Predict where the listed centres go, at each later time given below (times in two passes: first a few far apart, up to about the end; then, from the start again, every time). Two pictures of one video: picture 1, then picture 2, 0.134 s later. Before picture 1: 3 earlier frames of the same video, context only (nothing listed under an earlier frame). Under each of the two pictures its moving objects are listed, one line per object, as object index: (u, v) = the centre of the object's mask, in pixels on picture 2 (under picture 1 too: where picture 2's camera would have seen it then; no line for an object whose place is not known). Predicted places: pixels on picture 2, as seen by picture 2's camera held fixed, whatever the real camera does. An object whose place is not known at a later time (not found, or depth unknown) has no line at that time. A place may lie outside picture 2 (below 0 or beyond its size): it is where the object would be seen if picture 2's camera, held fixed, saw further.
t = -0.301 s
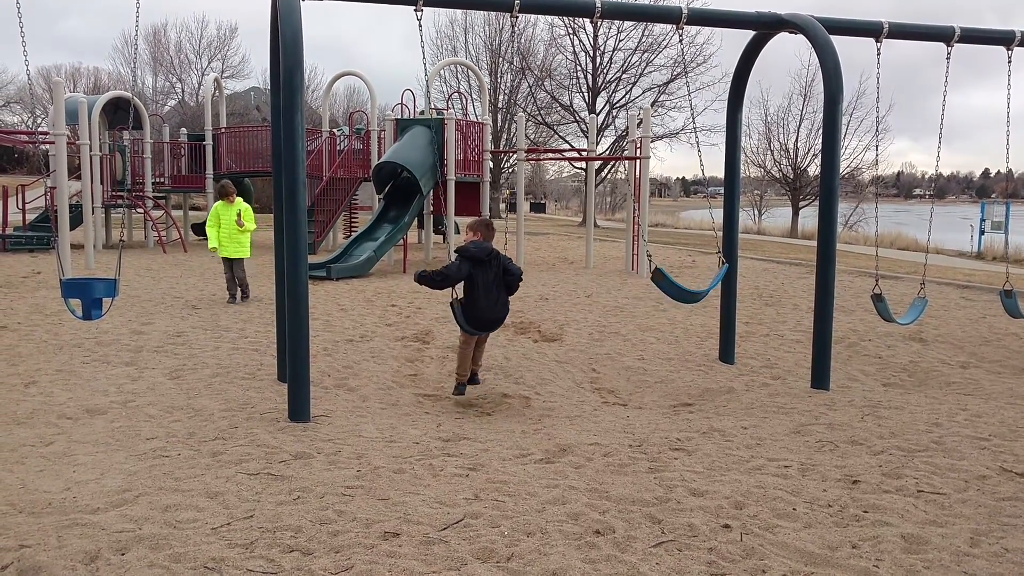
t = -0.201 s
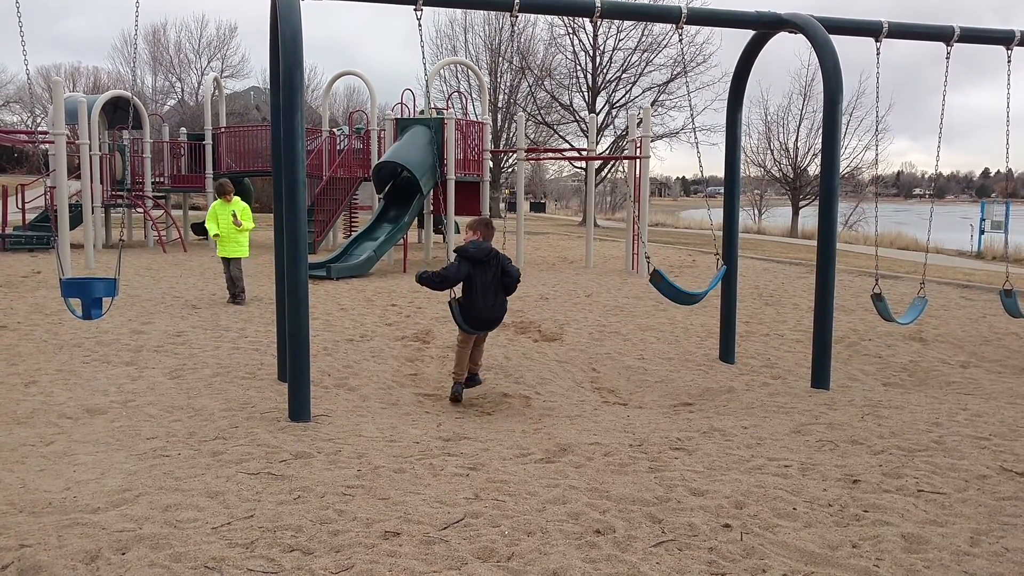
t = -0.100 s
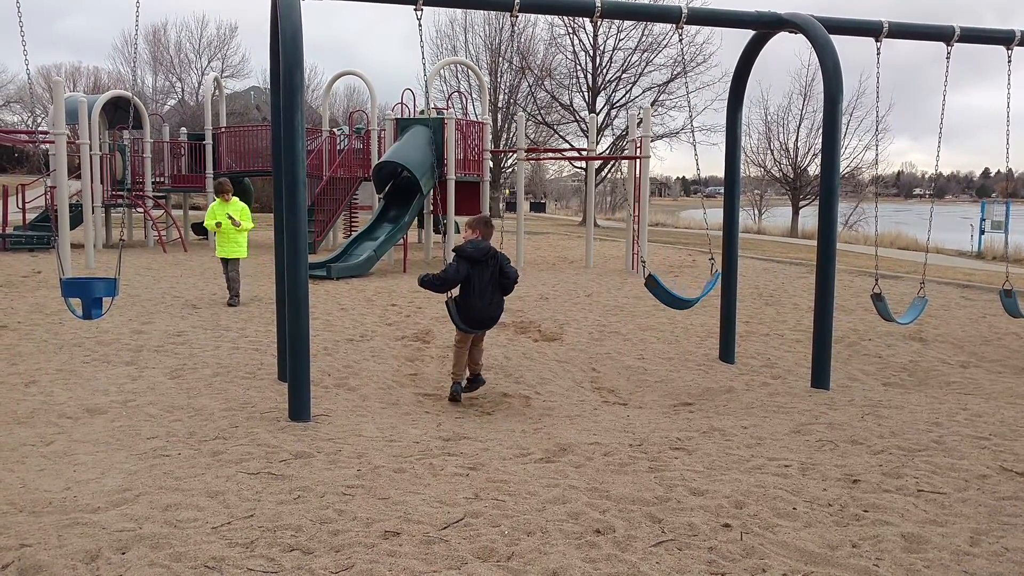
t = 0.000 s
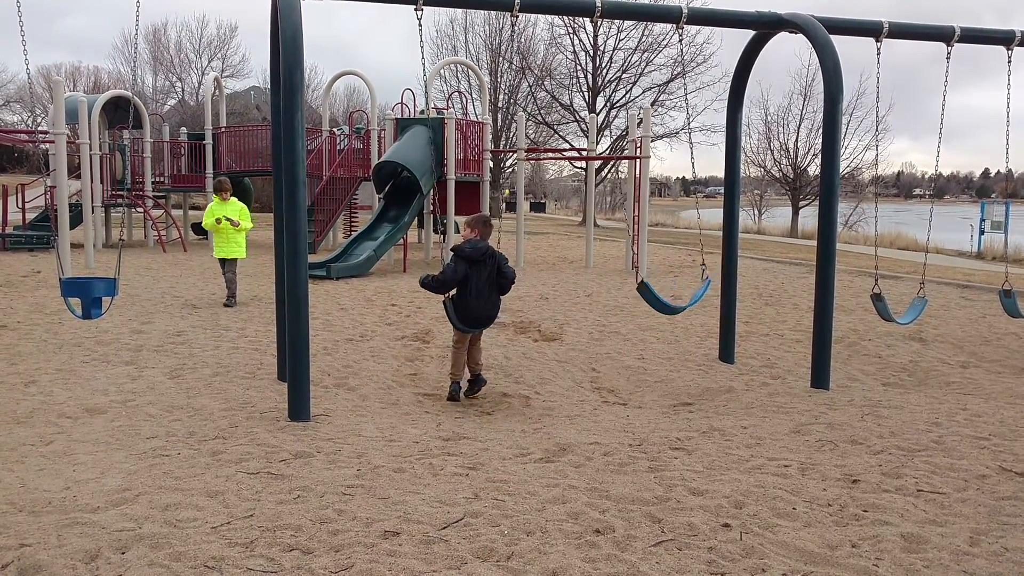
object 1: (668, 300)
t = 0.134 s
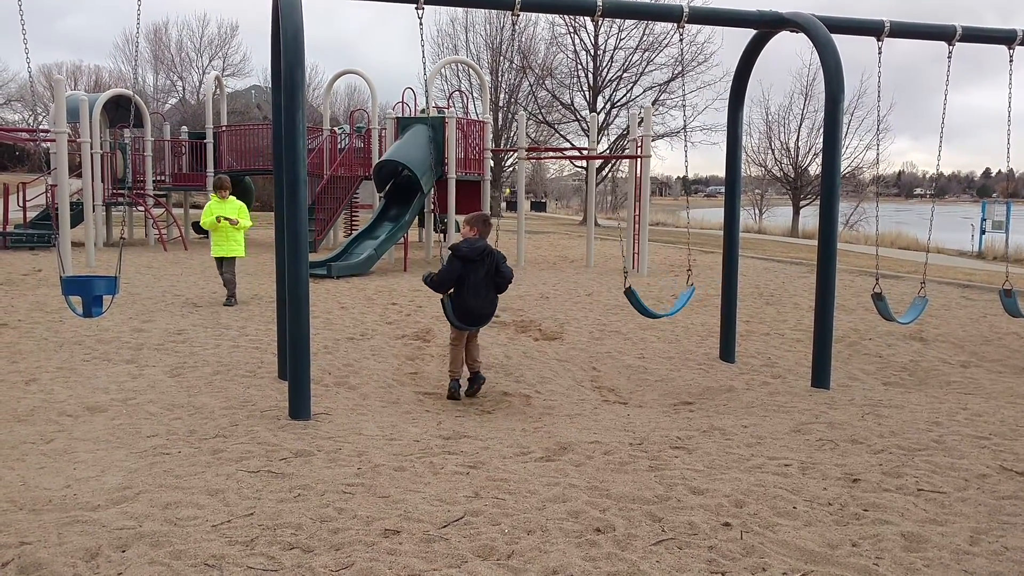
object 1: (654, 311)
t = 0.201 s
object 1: (657, 312)
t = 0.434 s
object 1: (628, 300)
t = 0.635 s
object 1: (607, 283)
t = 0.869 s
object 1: (594, 266)
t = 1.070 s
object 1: (592, 265)
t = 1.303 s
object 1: (599, 279)
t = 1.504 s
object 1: (619, 297)
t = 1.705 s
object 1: (642, 310)
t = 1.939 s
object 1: (662, 305)
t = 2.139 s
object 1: (680, 291)
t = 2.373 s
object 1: (685, 287)
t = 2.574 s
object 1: (675, 298)
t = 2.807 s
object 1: (653, 313)
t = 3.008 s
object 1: (636, 304)
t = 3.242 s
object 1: (607, 285)
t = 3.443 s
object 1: (595, 271)
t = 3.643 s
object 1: (590, 266)
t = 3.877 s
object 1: (597, 275)
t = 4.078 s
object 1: (613, 293)
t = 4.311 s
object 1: (642, 308)
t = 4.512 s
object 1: (657, 310)
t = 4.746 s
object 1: (679, 294)
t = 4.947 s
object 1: (687, 287)
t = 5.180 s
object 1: (676, 296)
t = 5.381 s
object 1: (654, 309)
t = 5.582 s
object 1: (642, 308)
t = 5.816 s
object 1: (612, 291)
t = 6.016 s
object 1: (598, 276)
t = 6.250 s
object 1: (592, 268)
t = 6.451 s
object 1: (596, 274)
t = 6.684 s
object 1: (612, 290)
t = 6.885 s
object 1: (635, 306)
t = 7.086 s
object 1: (651, 313)
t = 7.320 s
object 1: (673, 298)
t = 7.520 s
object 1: (683, 290)
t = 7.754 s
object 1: (677, 294)
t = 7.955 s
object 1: (657, 306)
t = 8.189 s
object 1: (643, 308)
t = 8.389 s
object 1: (617, 297)
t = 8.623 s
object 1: (599, 278)
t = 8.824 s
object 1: (593, 269)
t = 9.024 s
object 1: (595, 272)
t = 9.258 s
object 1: (609, 287)
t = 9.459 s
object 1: (630, 302)
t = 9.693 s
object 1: (651, 313)
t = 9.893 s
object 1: (667, 303)
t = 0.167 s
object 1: (652, 313)
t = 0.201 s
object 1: (657, 312)
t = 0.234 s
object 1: (653, 311)
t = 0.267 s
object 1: (649, 310)
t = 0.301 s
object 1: (644, 309)
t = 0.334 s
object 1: (641, 306)
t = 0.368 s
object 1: (637, 304)
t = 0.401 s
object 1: (632, 303)
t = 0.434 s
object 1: (628, 300)
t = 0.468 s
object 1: (625, 297)
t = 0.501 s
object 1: (620, 294)
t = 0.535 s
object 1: (617, 292)
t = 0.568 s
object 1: (613, 289)
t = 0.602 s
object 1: (610, 286)
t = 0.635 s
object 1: (607, 283)
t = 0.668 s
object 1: (604, 279)
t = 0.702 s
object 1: (602, 277)
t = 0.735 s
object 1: (599, 274)
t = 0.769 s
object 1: (597, 272)
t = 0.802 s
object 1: (595, 270)
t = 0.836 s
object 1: (594, 268)
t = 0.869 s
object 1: (594, 266)
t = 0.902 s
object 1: (593, 265)
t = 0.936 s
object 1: (593, 264)
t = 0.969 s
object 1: (592, 264)
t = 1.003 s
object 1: (592, 264)
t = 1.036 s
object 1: (592, 264)
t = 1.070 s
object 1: (592, 265)
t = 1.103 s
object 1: (592, 266)
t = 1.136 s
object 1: (593, 267)
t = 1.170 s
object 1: (594, 269)
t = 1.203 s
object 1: (595, 271)
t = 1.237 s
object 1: (597, 274)
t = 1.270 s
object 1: (597, 276)
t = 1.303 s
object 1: (599, 279)
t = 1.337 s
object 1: (602, 282)
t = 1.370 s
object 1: (605, 285)
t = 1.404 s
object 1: (608, 288)
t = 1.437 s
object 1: (611, 292)
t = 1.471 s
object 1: (615, 294)
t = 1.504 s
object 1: (619, 297)
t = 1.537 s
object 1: (623, 299)
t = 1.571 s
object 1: (625, 303)
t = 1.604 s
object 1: (631, 305)
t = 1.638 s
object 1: (633, 306)
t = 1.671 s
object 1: (638, 308)
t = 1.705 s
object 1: (642, 310)
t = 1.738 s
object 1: (646, 311)
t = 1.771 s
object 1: (653, 311)
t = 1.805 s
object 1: (650, 314)
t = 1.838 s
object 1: (650, 311)
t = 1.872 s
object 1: (654, 309)
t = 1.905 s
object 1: (658, 308)
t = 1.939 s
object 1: (662, 305)
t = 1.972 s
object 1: (664, 301)
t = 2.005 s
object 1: (670, 301)
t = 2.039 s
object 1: (672, 297)
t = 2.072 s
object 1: (676, 295)
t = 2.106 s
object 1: (678, 293)
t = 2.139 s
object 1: (680, 291)
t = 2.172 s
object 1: (682, 289)
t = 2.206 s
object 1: (684, 288)
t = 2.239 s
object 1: (685, 287)
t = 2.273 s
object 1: (686, 286)
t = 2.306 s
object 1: (686, 287)
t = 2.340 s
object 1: (687, 287)
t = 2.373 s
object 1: (685, 287)
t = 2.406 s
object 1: (685, 289)
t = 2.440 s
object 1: (683, 290)
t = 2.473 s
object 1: (682, 291)
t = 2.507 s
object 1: (680, 293)
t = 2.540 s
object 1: (677, 296)
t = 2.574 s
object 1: (675, 298)
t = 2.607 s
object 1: (672, 300)
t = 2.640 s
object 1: (669, 302)
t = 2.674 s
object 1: (664, 303)
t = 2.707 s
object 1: (661, 306)
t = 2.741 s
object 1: (660, 310)
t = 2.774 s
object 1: (655, 311)
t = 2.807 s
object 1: (653, 313)
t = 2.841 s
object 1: (651, 314)
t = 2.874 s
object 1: (646, 314)
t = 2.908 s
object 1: (647, 310)
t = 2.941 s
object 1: (645, 307)
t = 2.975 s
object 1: (637, 309)
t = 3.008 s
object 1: (636, 304)
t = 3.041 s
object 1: (631, 302)
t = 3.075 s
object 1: (626, 300)
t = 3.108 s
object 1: (622, 298)
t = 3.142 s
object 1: (618, 295)
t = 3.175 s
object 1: (614, 291)
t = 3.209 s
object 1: (611, 288)
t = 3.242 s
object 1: (607, 285)
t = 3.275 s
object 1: (605, 283)
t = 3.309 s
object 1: (603, 280)
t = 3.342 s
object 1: (600, 277)
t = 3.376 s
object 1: (598, 275)
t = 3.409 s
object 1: (596, 273)
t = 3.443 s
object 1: (595, 271)
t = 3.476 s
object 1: (593, 269)
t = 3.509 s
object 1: (592, 268)
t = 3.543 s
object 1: (591, 267)
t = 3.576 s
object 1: (591, 266)
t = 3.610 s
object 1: (591, 266)
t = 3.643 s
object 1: (590, 266)
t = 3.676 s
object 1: (591, 266)
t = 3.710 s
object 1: (591, 267)
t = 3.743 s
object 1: (592, 268)
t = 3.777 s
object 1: (593, 269)
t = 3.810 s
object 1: (593, 271)
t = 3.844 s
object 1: (595, 273)
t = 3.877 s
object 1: (597, 275)
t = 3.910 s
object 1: (598, 278)
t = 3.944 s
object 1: (601, 280)
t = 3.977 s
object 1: (603, 283)
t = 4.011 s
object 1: (606, 286)
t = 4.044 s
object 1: (609, 289)
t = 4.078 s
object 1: (613, 293)
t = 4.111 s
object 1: (618, 295)
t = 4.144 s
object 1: (622, 298)
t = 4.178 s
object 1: (626, 301)
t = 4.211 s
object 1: (628, 303)
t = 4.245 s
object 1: (632, 305)
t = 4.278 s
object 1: (636, 307)
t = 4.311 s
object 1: (642, 308)
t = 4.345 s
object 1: (645, 311)
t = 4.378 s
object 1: (651, 311)
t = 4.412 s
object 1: (656, 310)
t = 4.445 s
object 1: (648, 312)
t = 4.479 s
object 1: (651, 310)
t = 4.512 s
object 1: (657, 310)
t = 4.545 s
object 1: (660, 308)
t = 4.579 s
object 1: (664, 306)
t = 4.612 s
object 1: (667, 303)
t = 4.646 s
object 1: (670, 300)
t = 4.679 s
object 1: (675, 298)
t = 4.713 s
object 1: (676, 295)
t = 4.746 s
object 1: (679, 294)
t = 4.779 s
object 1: (681, 292)
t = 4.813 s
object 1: (683, 291)
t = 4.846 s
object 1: (685, 289)
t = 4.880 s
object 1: (685, 288)
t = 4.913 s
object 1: (686, 287)
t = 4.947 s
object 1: (687, 287)
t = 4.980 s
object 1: (686, 288)
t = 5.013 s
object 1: (685, 288)
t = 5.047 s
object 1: (684, 289)
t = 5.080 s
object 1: (683, 291)
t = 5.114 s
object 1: (681, 293)
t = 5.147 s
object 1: (679, 295)
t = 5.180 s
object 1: (676, 296)
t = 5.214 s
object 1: (673, 298)
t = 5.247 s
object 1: (669, 301)
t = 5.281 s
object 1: (665, 303)
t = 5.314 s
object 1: (663, 307)
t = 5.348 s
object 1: (658, 308)
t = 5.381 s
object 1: (654, 309)
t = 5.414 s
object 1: (651, 311)
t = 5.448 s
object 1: (648, 313)
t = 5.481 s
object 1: (655, 311)
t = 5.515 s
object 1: (648, 310)
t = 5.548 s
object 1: (646, 309)
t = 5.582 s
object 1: (642, 308)
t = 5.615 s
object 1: (637, 306)
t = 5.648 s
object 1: (632, 305)
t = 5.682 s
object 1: (629, 302)
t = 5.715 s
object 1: (624, 300)
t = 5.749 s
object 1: (621, 297)
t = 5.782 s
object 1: (616, 294)
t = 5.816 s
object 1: (612, 291)
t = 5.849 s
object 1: (610, 289)
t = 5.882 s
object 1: (607, 285)
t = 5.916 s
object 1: (605, 283)
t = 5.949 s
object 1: (602, 281)
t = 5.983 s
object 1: (599, 278)
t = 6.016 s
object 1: (598, 276)
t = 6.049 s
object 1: (597, 274)
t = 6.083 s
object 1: (595, 272)
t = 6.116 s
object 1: (593, 271)
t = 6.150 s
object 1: (593, 269)
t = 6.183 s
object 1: (592, 269)
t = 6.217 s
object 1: (592, 268)
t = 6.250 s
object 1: (592, 268)
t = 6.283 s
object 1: (592, 268)
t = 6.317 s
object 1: (592, 268)
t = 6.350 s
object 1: (592, 269)
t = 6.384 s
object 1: (593, 270)
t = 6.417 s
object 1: (594, 272)
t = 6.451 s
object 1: (596, 274)
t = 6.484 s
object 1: (597, 276)
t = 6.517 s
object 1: (599, 277)
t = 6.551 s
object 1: (601, 280)
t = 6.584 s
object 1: (603, 283)
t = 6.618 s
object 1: (606, 285)
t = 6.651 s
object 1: (609, 287)
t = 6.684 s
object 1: (612, 290)
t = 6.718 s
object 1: (616, 293)
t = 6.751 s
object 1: (619, 296)
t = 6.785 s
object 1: (623, 298)
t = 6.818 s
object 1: (627, 301)
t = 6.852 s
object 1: (632, 303)
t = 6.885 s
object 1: (635, 306)
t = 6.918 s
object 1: (638, 308)
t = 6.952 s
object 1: (642, 310)
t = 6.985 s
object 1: (650, 307)
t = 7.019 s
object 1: (653, 311)
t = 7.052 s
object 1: (646, 313)
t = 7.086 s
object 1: (651, 313)
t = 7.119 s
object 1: (653, 310)
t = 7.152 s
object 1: (657, 309)
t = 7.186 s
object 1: (661, 307)
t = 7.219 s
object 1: (665, 305)
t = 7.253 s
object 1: (668, 303)
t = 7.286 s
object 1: (671, 301)
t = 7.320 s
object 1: (673, 298)
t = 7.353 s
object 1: (676, 297)
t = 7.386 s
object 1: (678, 295)
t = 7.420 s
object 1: (681, 294)
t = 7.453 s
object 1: (682, 292)
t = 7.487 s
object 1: (683, 291)
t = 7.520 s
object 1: (683, 290)
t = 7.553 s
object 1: (683, 289)
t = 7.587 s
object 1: (683, 289)
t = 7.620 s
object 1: (683, 290)
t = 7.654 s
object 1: (682, 290)
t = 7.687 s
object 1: (680, 291)
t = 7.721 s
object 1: (679, 293)
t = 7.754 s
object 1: (677, 294)
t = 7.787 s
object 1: (674, 296)
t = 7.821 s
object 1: (672, 298)
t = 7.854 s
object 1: (668, 300)
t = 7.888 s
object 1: (664, 302)
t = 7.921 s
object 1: (662, 304)
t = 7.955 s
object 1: (657, 306)
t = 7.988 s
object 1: (653, 308)
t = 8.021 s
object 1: (652, 311)
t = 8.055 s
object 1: (650, 313)
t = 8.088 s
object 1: (655, 311)
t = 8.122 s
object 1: (652, 309)
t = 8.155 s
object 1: (646, 309)
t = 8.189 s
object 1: (643, 308)
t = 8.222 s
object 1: (638, 307)
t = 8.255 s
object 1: (634, 306)
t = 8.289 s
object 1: (630, 304)
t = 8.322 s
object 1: (627, 301)
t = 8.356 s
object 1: (622, 299)
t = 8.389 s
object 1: (617, 297)
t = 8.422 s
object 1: (616, 293)
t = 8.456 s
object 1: (611, 291)
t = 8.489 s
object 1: (608, 288)
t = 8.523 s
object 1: (606, 285)
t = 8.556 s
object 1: (603, 283)
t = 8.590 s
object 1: (602, 281)
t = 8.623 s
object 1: (599, 278)
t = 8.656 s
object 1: (598, 276)
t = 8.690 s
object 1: (596, 275)
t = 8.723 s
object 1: (595, 273)
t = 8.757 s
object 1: (594, 271)
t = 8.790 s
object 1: (593, 270)
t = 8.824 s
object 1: (593, 269)
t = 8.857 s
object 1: (593, 269)
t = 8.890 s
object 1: (593, 269)
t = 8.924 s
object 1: (593, 269)
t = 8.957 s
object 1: (594, 270)
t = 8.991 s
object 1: (595, 271)
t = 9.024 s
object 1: (595, 272)
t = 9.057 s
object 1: (597, 274)
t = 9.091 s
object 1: (599, 275)
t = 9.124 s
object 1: (600, 277)
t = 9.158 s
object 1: (602, 279)
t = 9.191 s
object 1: (604, 282)
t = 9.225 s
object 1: (606, 284)
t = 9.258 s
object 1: (609, 287)
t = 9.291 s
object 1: (611, 289)
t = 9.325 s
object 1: (614, 293)
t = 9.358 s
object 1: (618, 295)
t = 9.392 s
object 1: (622, 298)
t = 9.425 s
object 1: (627, 300)
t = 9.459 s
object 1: (630, 302)
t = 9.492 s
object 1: (635, 304)
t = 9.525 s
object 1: (637, 307)
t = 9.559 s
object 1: (642, 307)
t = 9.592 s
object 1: (643, 310)
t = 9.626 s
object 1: (650, 310)
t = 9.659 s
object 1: (651, 313)
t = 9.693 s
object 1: (651, 313)
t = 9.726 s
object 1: (648, 310)
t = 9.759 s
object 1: (655, 311)
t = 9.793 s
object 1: (656, 308)
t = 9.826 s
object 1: (660, 306)
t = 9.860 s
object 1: (663, 304)
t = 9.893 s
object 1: (667, 303)
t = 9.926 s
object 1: (670, 301)
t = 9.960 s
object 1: (672, 299)
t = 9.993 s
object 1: (673, 297)
